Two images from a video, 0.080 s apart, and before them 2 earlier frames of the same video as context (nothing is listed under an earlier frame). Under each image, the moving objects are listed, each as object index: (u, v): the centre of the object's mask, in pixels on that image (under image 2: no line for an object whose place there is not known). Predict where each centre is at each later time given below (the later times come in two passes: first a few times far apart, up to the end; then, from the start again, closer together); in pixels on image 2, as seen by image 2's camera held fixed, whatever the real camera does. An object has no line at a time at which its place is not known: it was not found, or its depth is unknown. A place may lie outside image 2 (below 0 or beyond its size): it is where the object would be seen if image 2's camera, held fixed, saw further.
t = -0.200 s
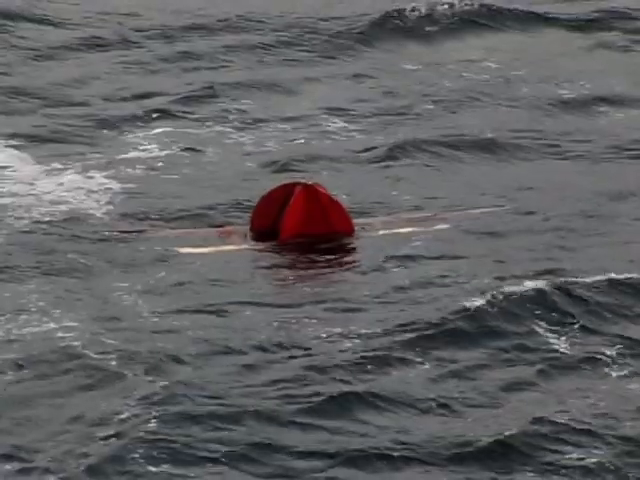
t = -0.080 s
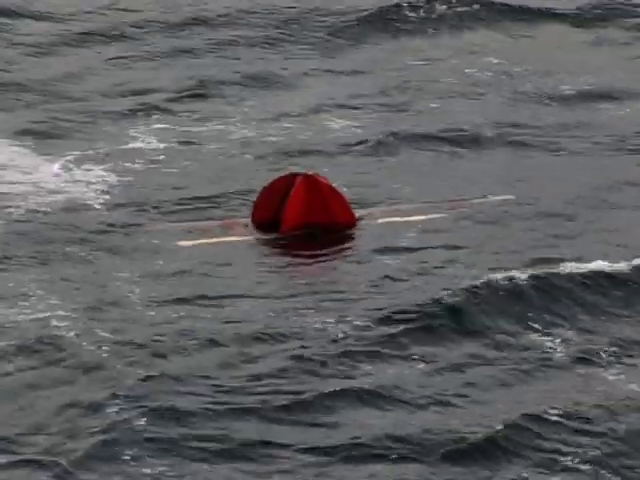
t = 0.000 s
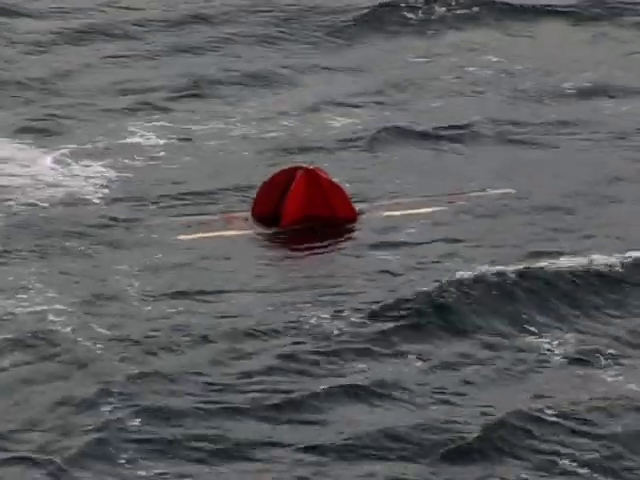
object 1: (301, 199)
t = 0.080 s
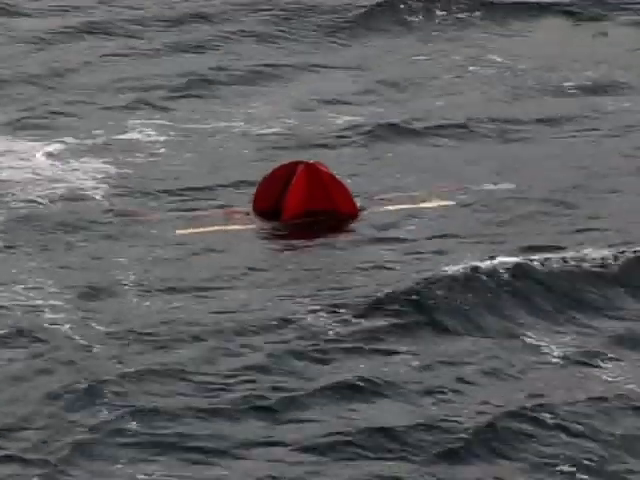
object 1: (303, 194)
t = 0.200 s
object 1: (302, 192)
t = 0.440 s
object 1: (302, 189)
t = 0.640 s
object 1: (301, 186)
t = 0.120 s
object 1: (303, 193)
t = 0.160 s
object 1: (304, 192)
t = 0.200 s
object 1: (302, 192)
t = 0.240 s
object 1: (303, 191)
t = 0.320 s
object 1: (302, 190)
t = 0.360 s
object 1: (303, 190)
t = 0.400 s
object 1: (302, 189)
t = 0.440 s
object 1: (302, 189)
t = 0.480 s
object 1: (302, 188)
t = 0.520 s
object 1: (302, 189)
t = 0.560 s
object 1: (301, 186)
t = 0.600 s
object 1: (301, 186)
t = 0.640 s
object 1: (301, 186)
